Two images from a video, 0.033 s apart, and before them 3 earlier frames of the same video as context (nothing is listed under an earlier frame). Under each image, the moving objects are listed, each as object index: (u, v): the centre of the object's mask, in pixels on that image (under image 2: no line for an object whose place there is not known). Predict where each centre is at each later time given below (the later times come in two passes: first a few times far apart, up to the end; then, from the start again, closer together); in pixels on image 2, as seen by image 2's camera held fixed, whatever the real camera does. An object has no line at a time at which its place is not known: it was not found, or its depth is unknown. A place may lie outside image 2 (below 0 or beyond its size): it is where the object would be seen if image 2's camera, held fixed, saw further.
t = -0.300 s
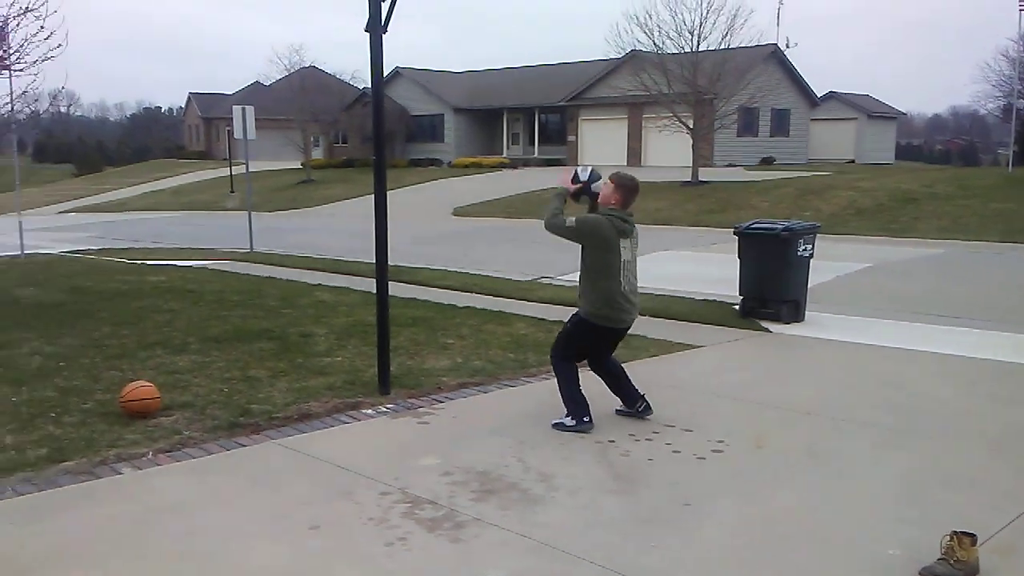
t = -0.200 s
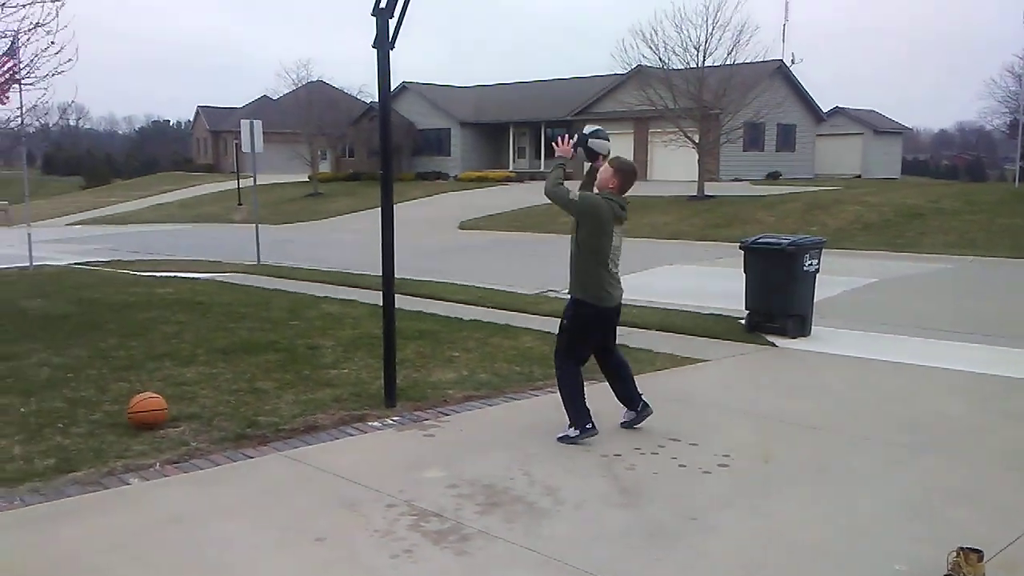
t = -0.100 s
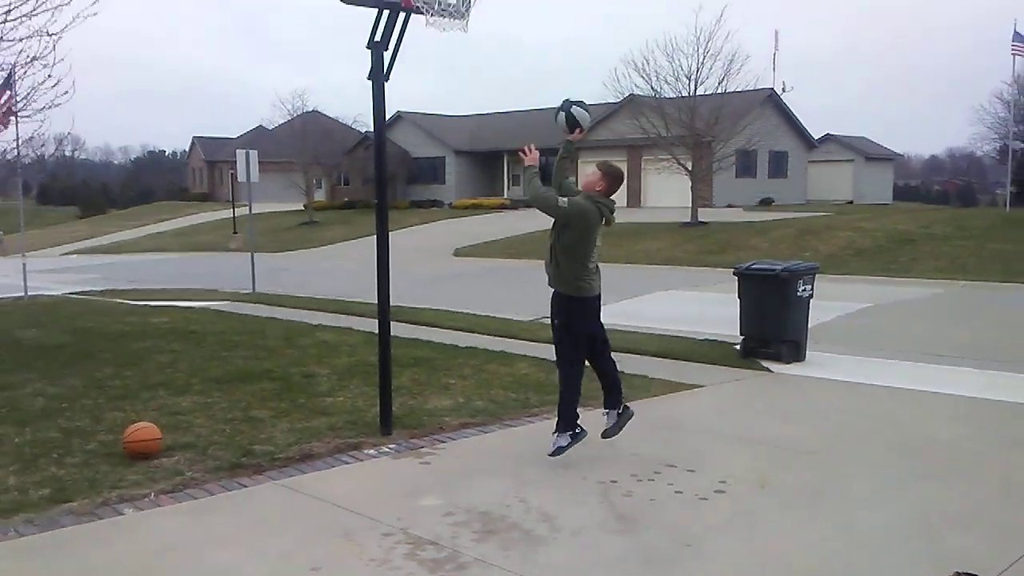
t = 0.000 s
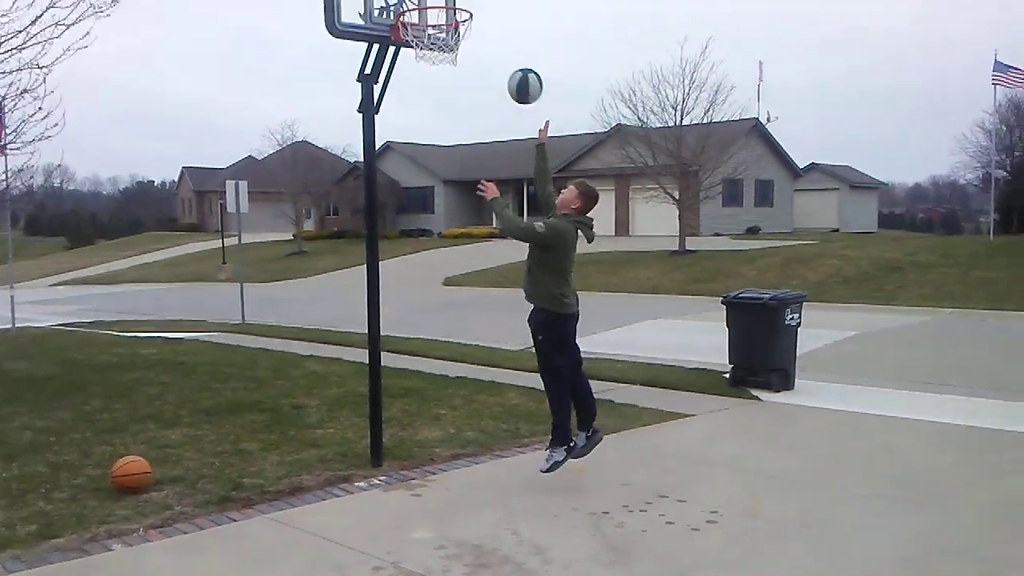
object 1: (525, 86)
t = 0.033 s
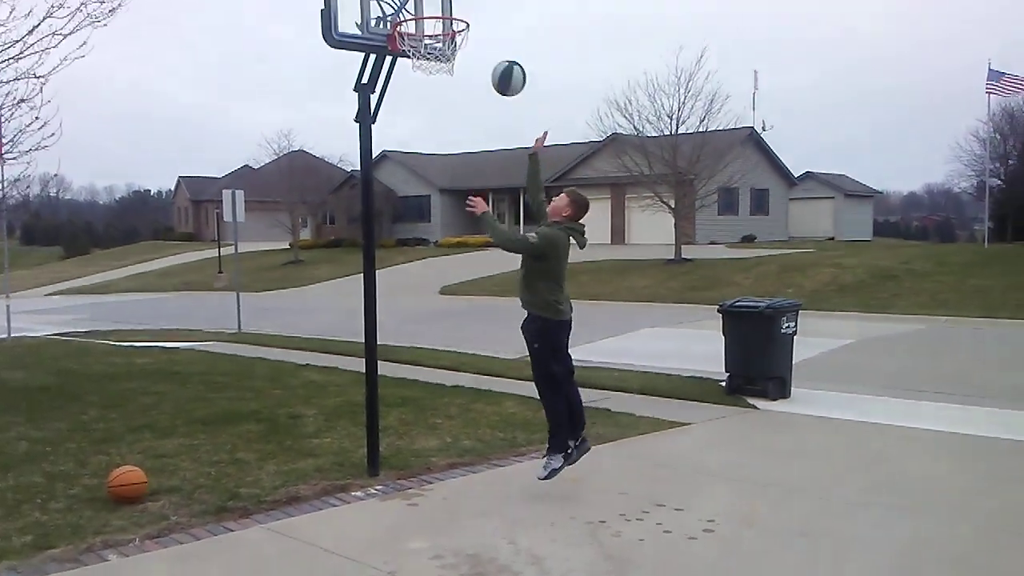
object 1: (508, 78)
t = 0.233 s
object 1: (447, 10)
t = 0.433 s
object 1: (454, 10)
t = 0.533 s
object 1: (448, 22)
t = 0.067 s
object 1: (496, 62)
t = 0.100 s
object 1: (483, 48)
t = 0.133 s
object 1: (476, 36)
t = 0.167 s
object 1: (459, 21)
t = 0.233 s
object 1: (447, 10)
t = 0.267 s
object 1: (448, 4)
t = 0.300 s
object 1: (450, 2)
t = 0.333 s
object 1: (451, 2)
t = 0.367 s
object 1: (452, 2)
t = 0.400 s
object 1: (453, 4)
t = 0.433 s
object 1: (454, 10)
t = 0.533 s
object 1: (448, 22)
